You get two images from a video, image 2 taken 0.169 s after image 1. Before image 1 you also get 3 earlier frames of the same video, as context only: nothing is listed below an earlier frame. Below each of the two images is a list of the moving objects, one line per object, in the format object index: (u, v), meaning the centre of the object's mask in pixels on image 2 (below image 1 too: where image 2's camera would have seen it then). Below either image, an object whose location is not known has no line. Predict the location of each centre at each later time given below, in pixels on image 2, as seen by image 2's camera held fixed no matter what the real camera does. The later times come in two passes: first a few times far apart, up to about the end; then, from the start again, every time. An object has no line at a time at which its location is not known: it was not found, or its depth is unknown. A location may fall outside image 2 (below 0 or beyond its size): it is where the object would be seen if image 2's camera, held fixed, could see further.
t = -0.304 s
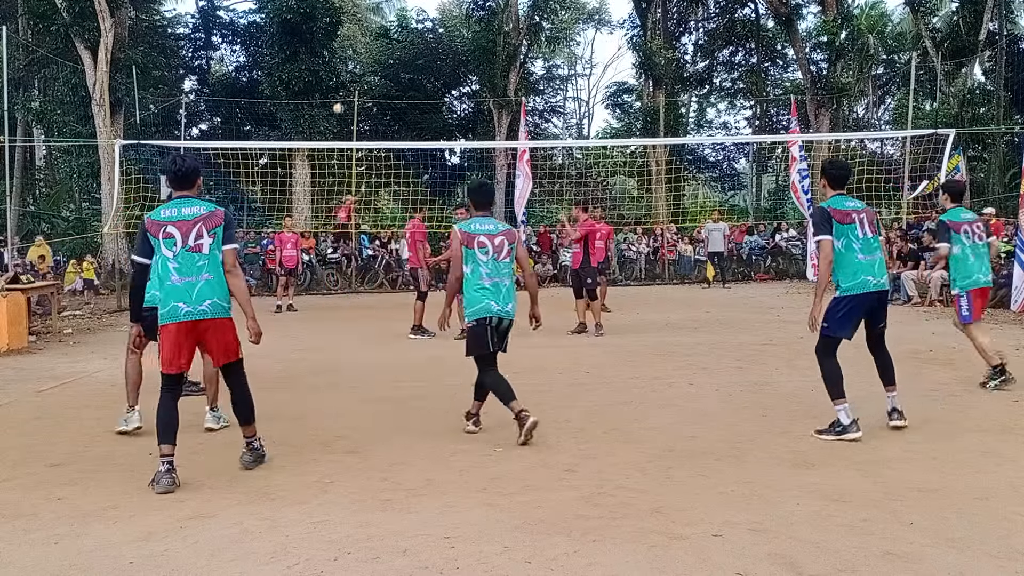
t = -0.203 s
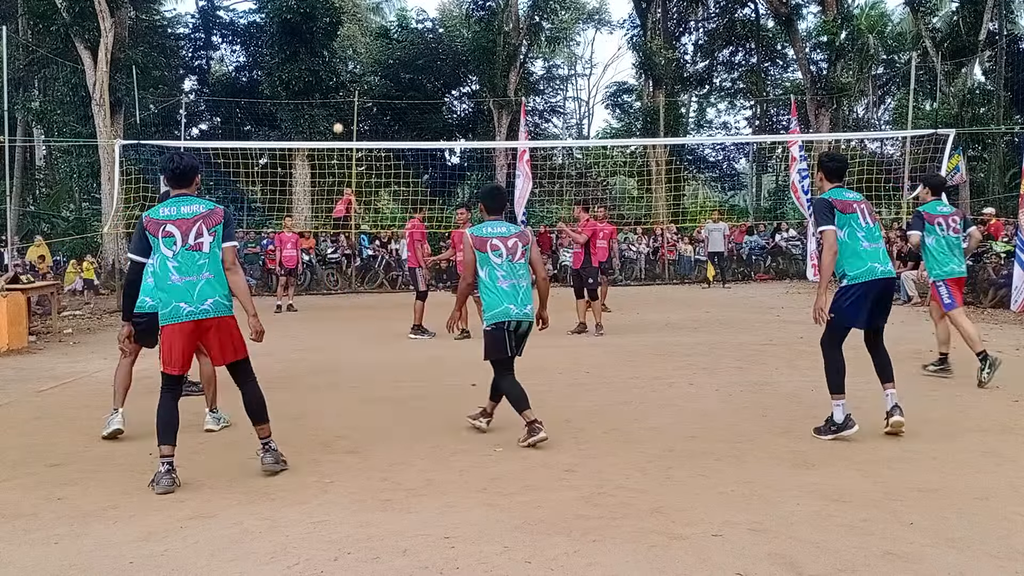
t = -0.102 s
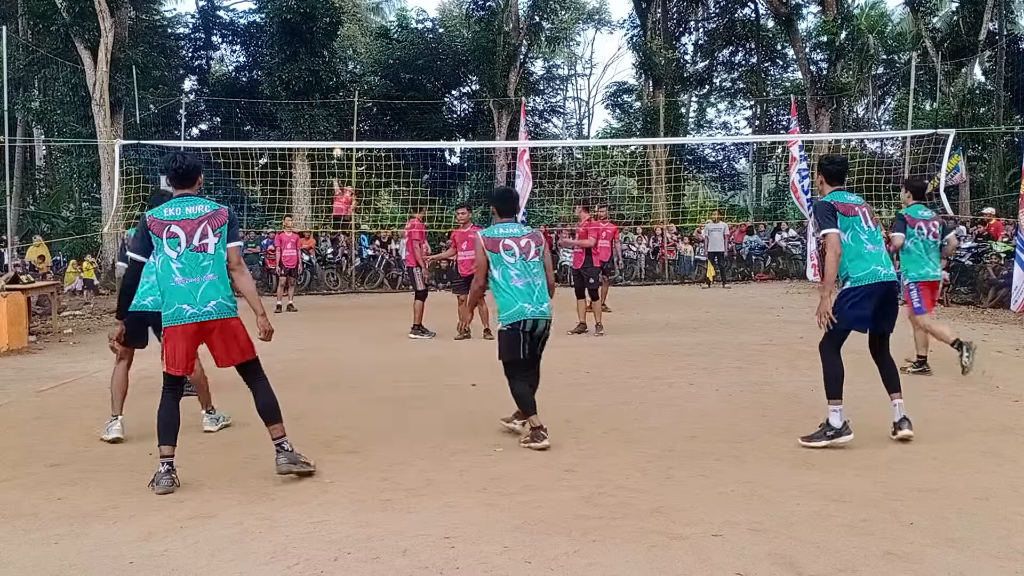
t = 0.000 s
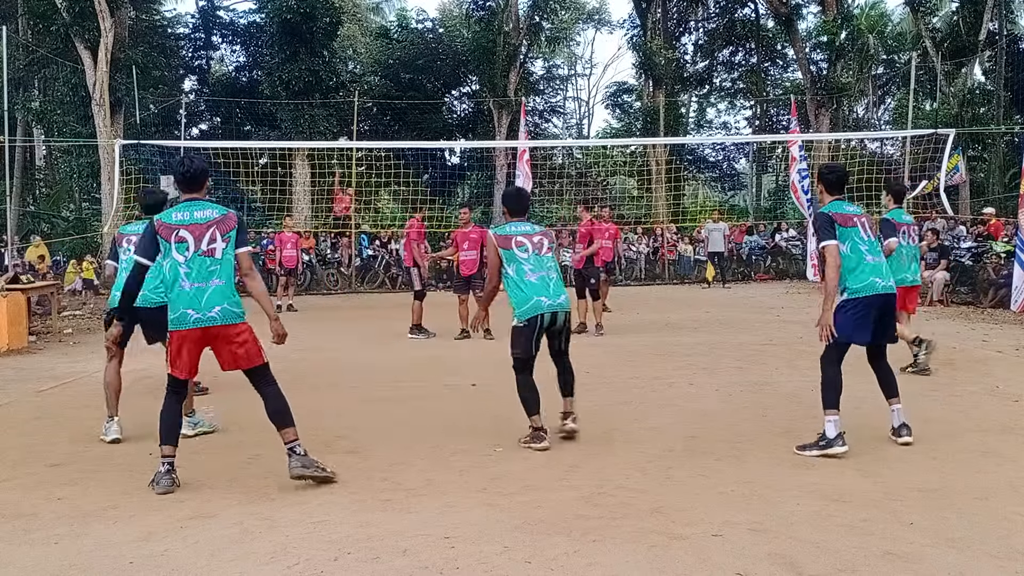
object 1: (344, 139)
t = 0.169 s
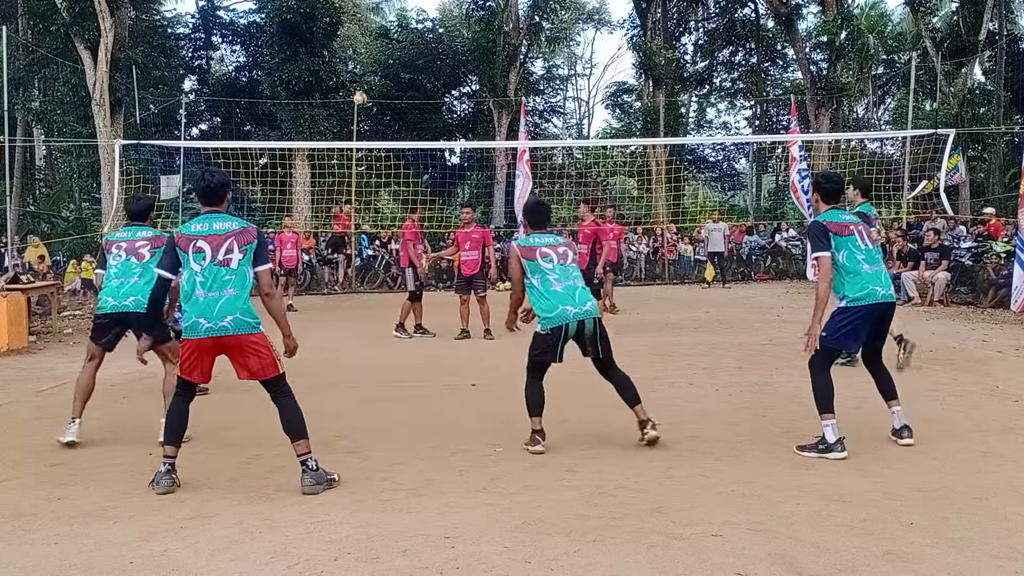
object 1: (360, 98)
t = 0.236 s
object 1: (370, 85)
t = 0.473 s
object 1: (423, 62)
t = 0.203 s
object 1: (364, 91)
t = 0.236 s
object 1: (370, 85)
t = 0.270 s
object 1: (375, 77)
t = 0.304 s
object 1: (380, 73)
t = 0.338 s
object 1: (387, 68)
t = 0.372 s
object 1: (395, 66)
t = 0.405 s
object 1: (403, 63)
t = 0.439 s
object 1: (412, 63)
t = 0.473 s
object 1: (423, 62)
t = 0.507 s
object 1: (434, 66)
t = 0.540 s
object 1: (447, 71)
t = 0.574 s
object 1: (462, 77)
